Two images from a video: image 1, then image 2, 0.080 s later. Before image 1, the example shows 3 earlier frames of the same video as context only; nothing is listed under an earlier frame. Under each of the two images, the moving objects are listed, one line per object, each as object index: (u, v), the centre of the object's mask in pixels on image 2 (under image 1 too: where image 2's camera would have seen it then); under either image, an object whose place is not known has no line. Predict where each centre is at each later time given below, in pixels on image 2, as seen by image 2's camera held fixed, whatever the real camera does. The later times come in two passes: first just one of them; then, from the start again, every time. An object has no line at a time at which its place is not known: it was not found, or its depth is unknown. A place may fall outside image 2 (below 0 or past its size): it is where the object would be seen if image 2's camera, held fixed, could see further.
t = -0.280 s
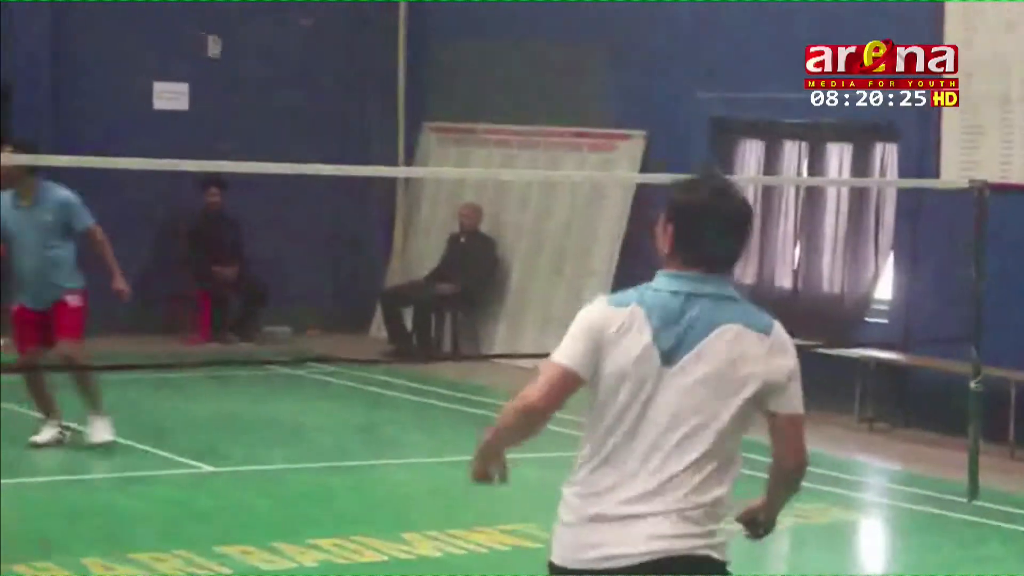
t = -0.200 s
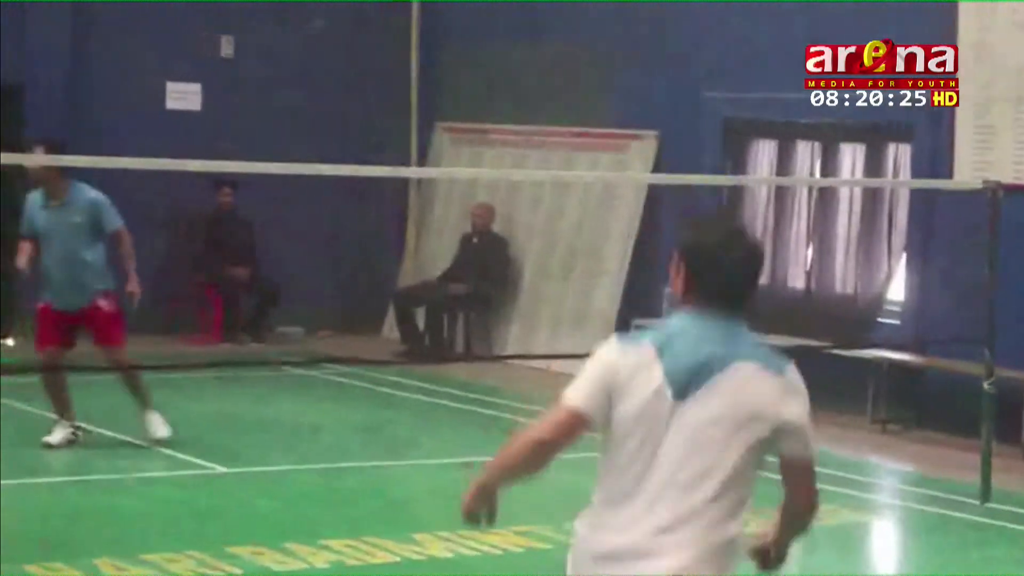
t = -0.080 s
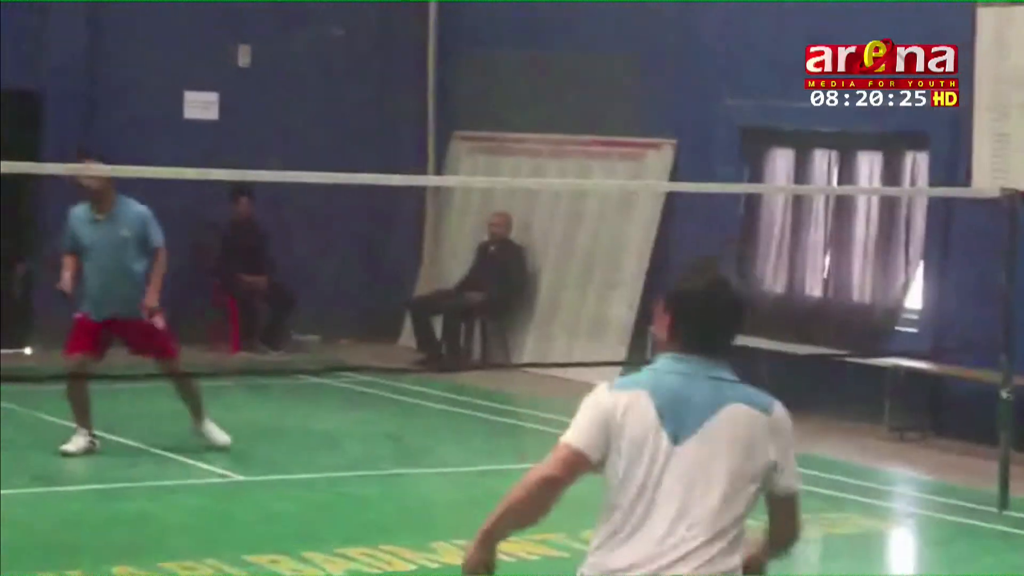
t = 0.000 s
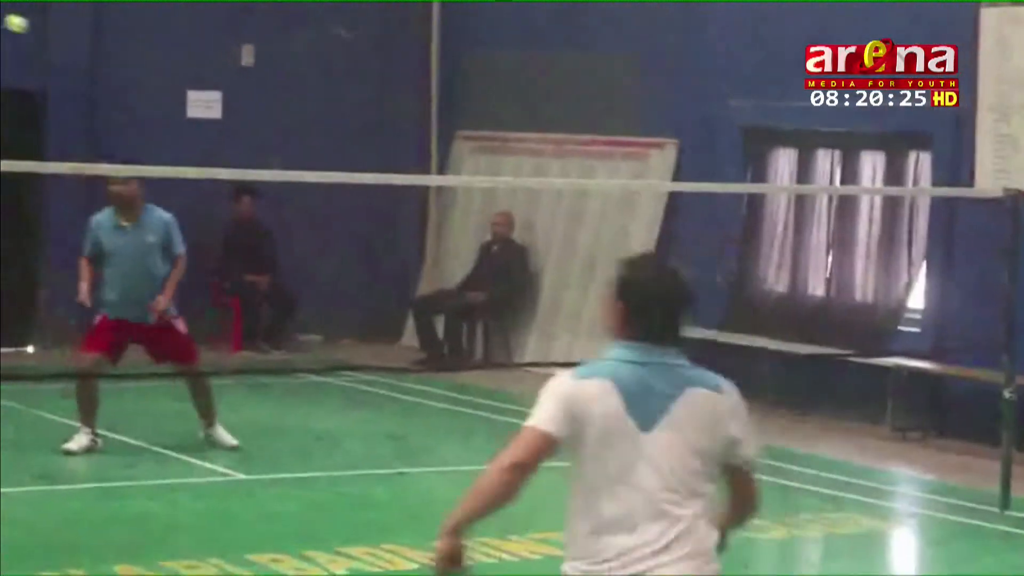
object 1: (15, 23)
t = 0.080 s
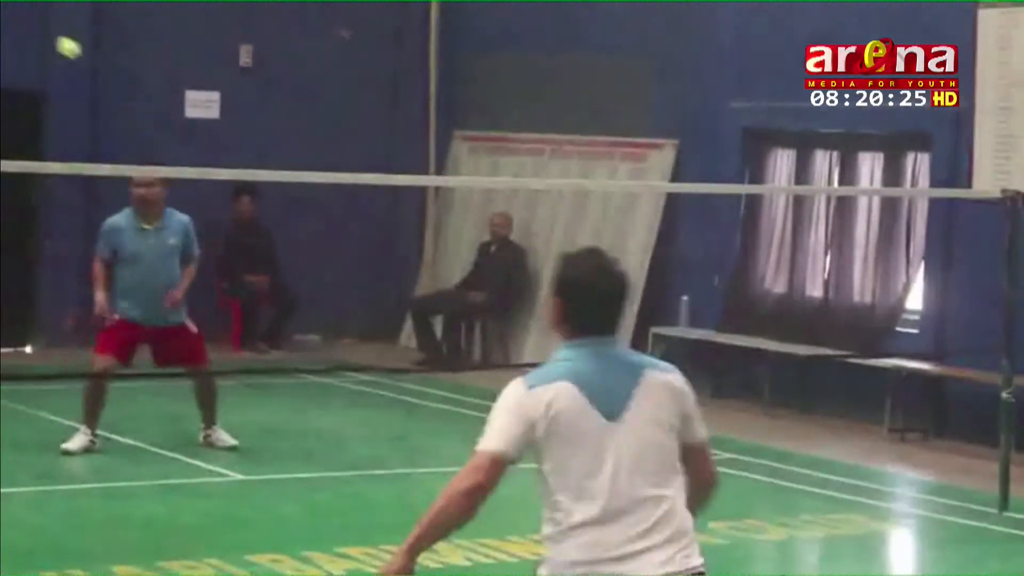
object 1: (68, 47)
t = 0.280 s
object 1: (191, 172)
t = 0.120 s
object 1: (94, 65)
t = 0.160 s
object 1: (120, 85)
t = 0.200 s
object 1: (145, 111)
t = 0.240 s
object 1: (169, 140)
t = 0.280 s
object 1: (191, 172)
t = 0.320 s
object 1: (214, 209)
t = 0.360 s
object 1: (235, 250)
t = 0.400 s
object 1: (257, 296)
